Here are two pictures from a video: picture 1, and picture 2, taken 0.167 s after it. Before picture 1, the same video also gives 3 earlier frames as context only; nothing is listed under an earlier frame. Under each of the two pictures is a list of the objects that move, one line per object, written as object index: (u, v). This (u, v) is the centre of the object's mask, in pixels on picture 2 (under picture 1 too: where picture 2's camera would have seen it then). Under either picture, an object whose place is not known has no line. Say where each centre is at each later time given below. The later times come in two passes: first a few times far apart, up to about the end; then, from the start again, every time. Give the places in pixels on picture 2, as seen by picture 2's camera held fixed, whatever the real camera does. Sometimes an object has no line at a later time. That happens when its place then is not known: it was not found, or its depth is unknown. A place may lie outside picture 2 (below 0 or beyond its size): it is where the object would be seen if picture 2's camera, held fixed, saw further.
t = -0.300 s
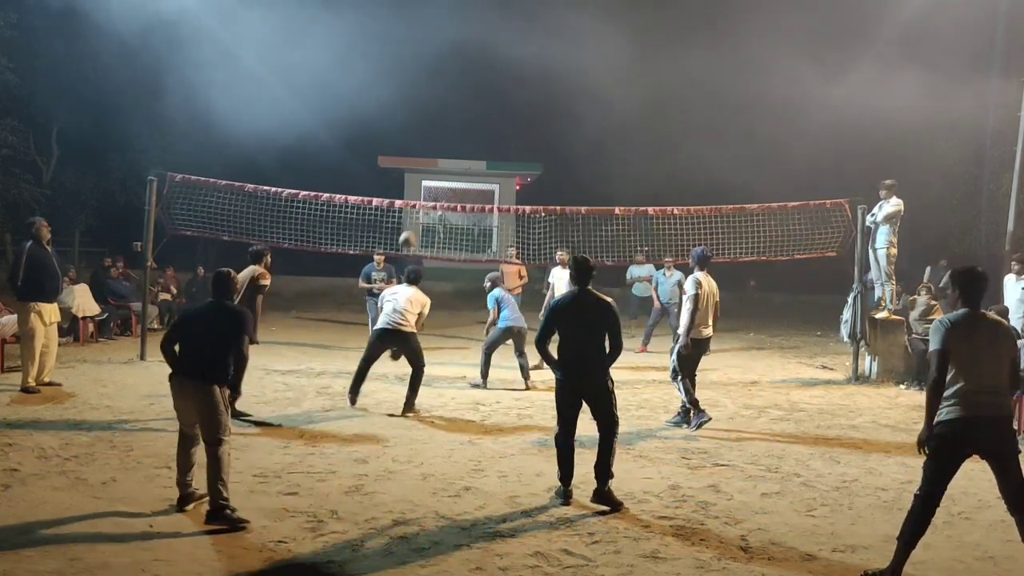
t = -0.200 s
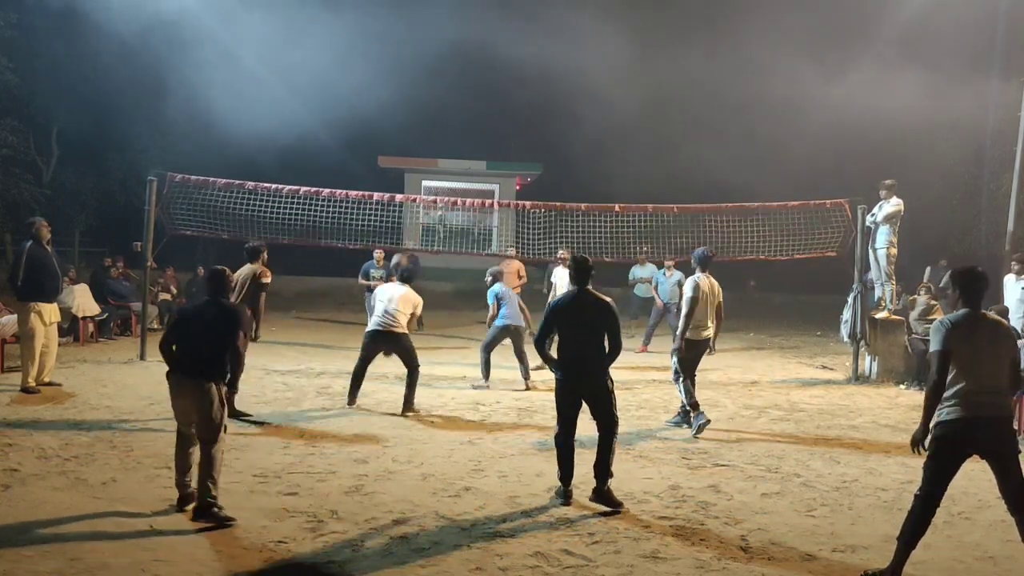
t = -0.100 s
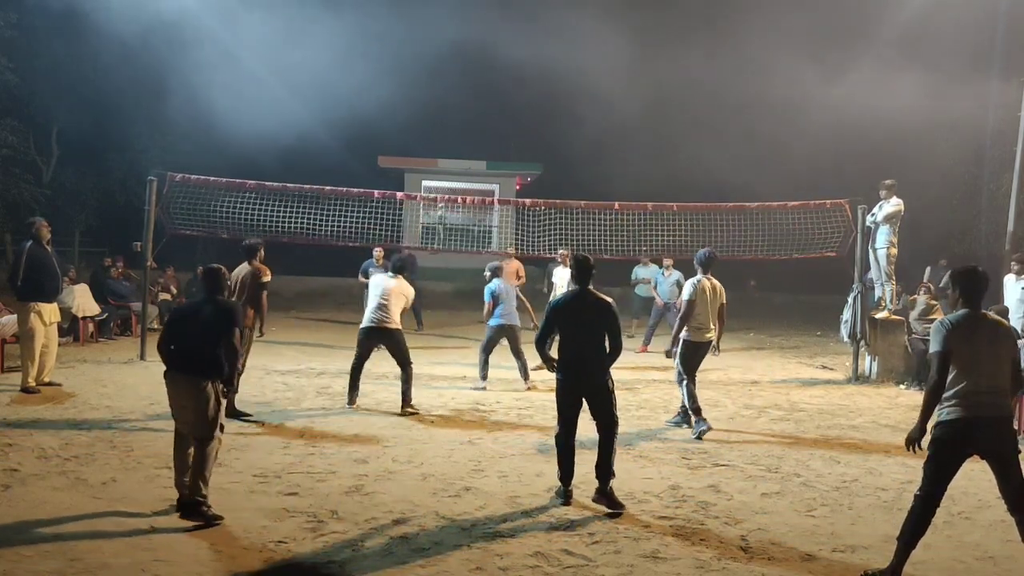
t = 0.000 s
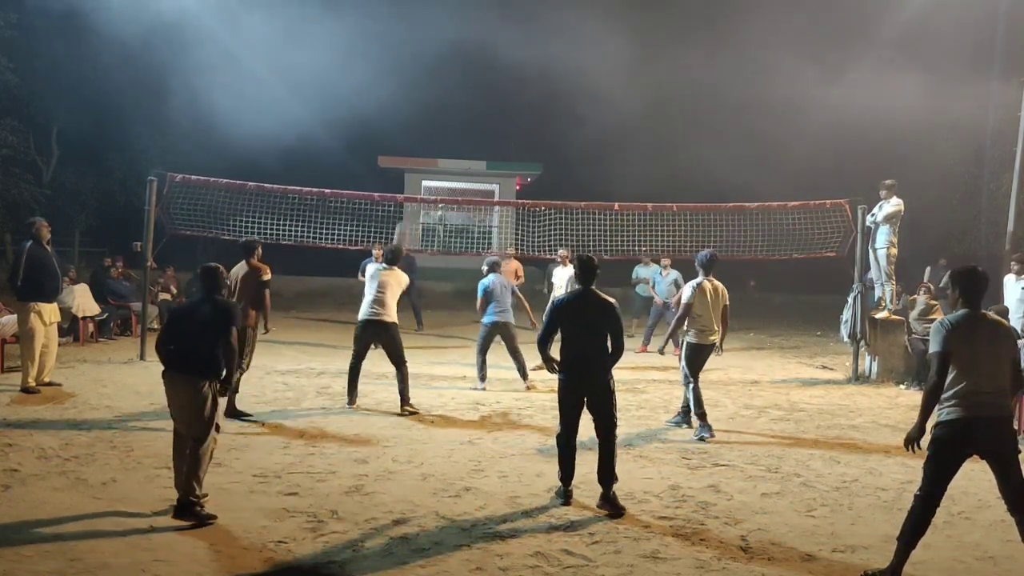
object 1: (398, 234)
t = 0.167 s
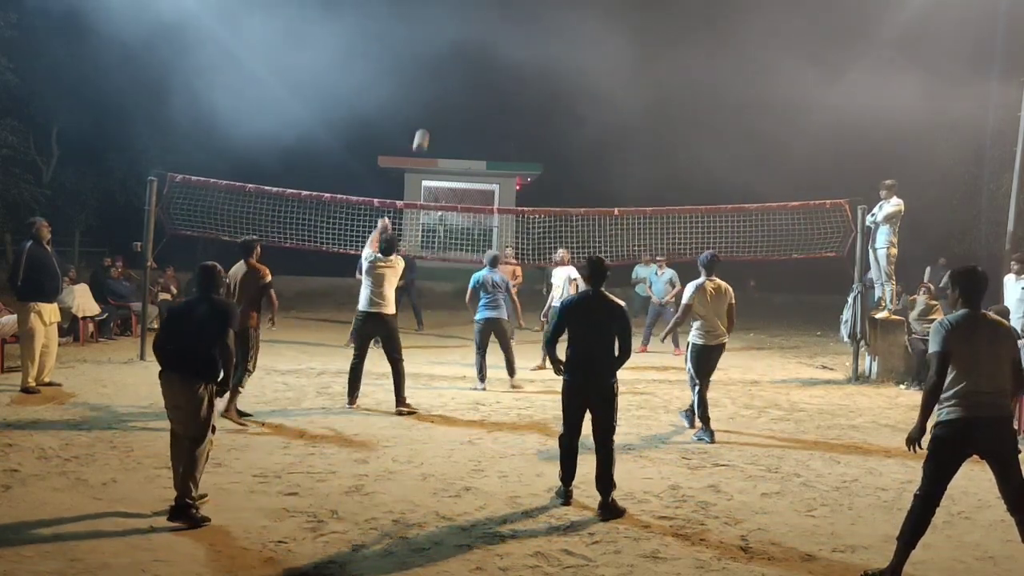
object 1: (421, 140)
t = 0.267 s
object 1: (431, 99)
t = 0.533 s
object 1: (452, 39)
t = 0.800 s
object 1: (467, 33)
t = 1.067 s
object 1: (479, 71)
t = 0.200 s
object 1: (425, 125)
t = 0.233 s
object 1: (427, 112)
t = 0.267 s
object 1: (431, 99)
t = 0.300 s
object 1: (434, 88)
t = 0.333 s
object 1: (437, 78)
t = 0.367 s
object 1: (440, 68)
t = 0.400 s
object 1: (442, 61)
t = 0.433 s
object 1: (445, 54)
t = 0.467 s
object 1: (448, 48)
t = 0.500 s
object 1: (450, 43)
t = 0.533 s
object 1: (452, 39)
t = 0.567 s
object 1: (454, 35)
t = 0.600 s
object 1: (456, 33)
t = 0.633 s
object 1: (458, 31)
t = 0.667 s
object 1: (460, 30)
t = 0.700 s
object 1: (462, 30)
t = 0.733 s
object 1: (464, 30)
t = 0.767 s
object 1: (466, 32)
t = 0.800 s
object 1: (467, 33)
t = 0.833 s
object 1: (468, 36)
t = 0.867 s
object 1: (470, 39)
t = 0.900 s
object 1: (472, 43)
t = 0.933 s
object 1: (473, 48)
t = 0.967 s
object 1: (474, 53)
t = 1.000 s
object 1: (476, 58)
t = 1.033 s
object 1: (477, 64)
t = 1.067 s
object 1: (479, 71)
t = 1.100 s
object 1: (480, 78)
